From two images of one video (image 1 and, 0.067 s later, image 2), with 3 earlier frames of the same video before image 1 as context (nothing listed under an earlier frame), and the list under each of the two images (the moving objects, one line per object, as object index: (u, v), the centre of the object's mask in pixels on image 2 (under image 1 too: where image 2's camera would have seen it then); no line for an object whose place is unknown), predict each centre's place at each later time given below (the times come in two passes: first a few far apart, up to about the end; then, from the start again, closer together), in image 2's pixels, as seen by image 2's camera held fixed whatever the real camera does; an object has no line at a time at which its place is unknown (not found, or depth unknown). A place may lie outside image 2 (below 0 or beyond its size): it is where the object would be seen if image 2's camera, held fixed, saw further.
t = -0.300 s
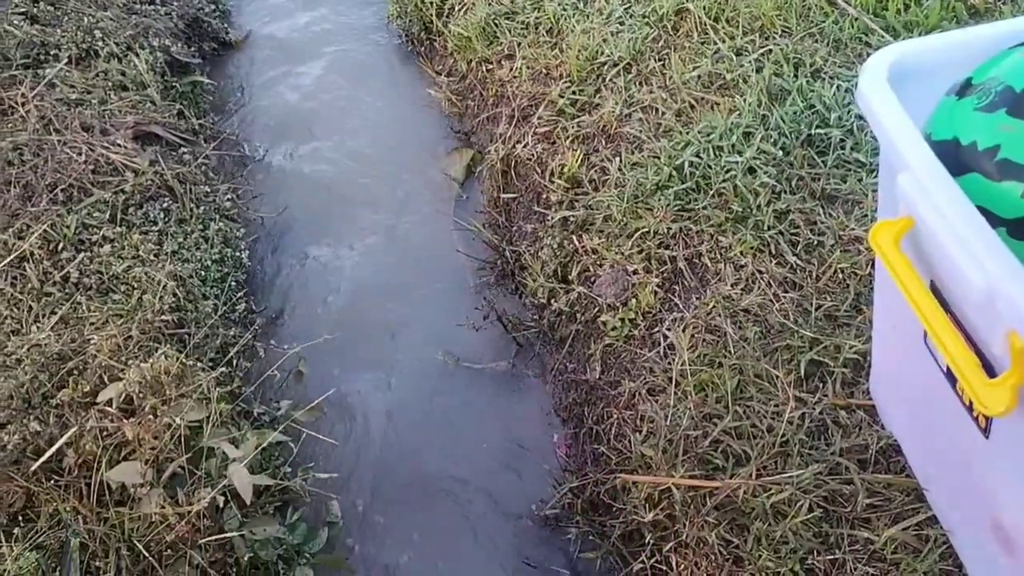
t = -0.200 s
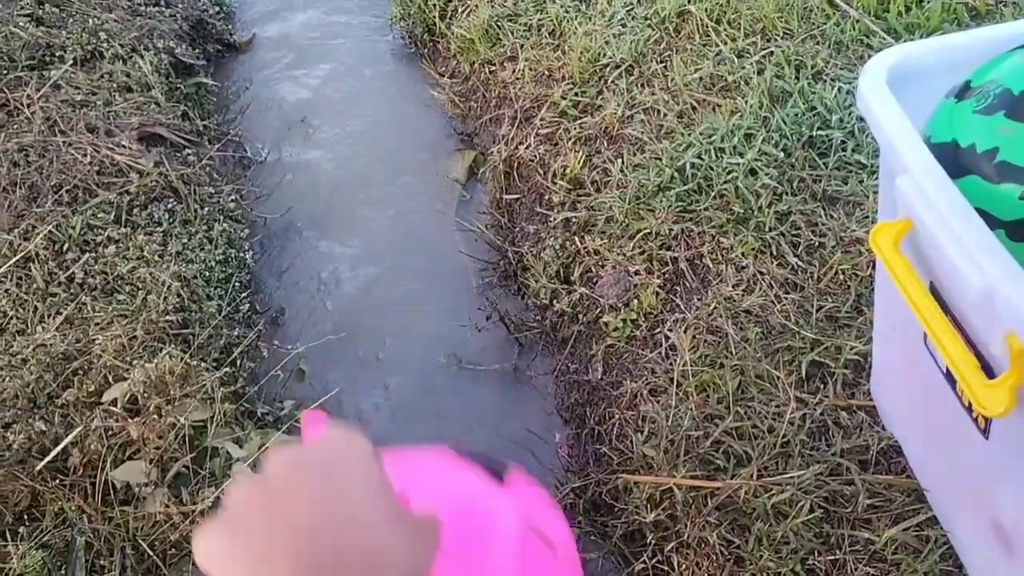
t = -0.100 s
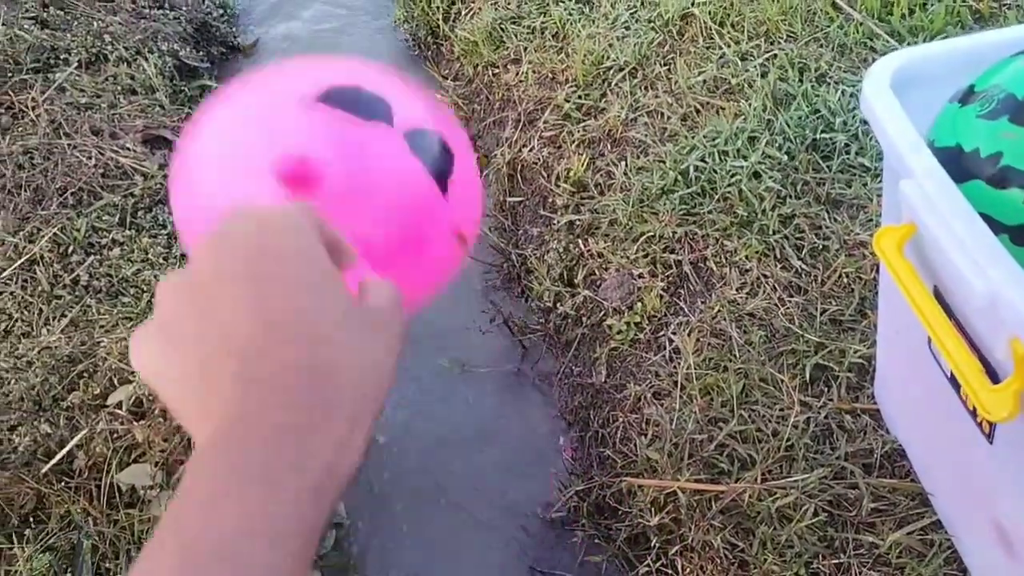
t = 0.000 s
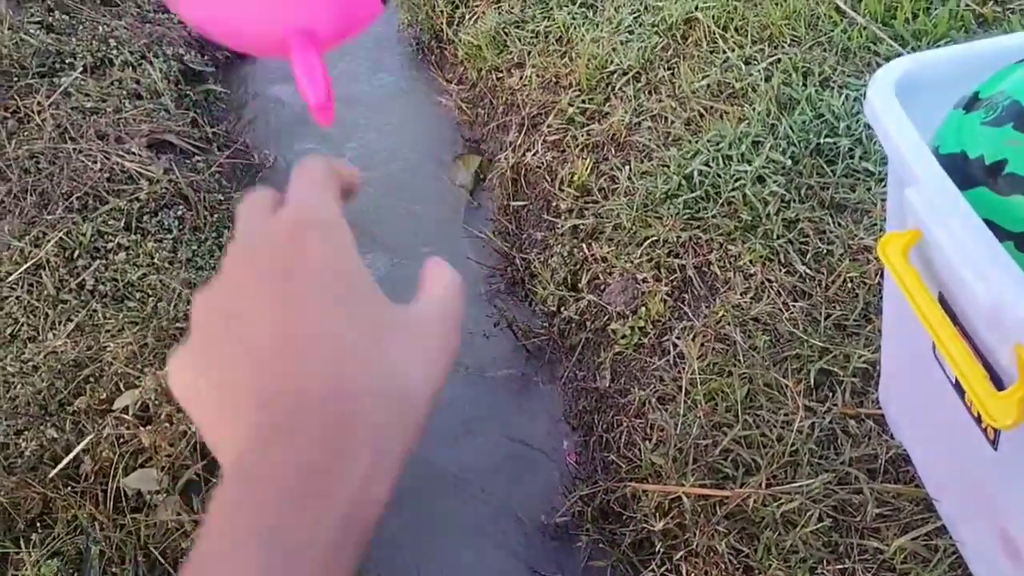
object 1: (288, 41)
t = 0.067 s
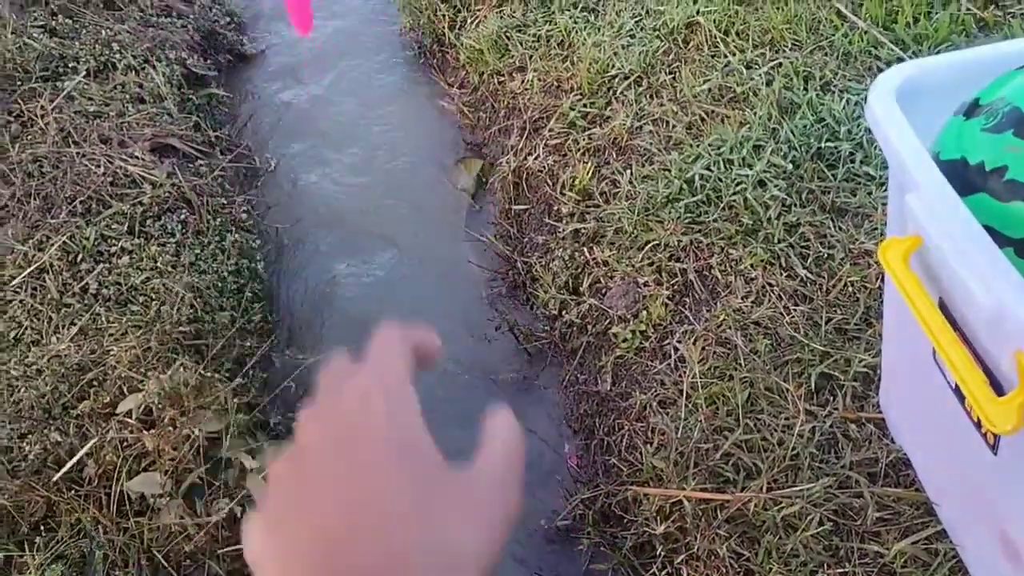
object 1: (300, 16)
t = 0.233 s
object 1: (308, 7)
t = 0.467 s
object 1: (360, 97)
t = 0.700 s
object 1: (363, 33)
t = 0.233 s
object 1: (308, 7)
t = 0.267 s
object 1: (316, 14)
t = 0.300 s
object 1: (324, 23)
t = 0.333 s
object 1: (332, 34)
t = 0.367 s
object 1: (340, 51)
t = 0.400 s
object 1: (350, 82)
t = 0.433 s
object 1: (358, 100)
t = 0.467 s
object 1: (360, 97)
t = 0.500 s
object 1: (360, 92)
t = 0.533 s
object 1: (361, 85)
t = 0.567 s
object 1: (361, 76)
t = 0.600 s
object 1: (361, 64)
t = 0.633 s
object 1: (361, 51)
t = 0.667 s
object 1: (362, 40)
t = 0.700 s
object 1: (363, 33)
